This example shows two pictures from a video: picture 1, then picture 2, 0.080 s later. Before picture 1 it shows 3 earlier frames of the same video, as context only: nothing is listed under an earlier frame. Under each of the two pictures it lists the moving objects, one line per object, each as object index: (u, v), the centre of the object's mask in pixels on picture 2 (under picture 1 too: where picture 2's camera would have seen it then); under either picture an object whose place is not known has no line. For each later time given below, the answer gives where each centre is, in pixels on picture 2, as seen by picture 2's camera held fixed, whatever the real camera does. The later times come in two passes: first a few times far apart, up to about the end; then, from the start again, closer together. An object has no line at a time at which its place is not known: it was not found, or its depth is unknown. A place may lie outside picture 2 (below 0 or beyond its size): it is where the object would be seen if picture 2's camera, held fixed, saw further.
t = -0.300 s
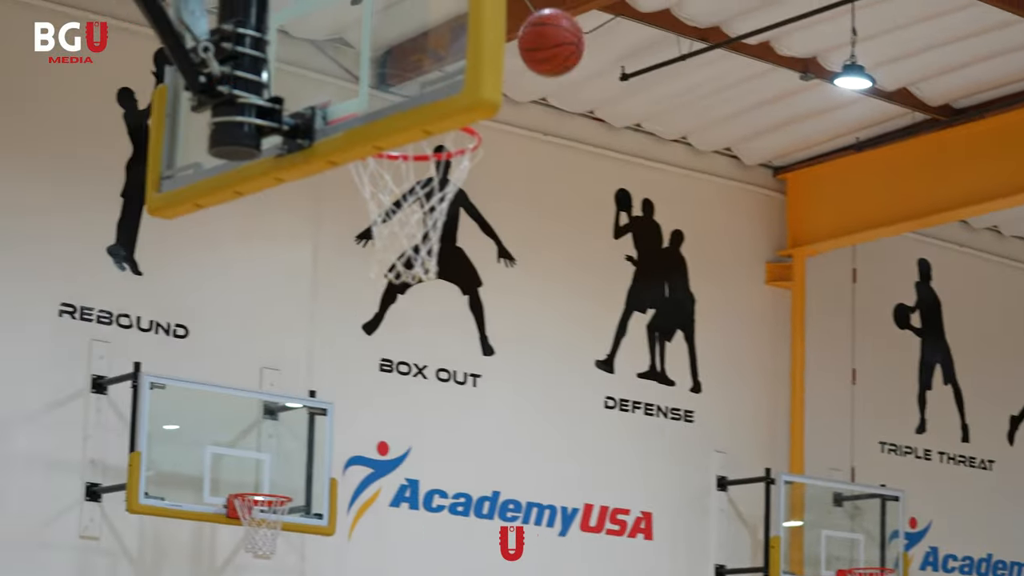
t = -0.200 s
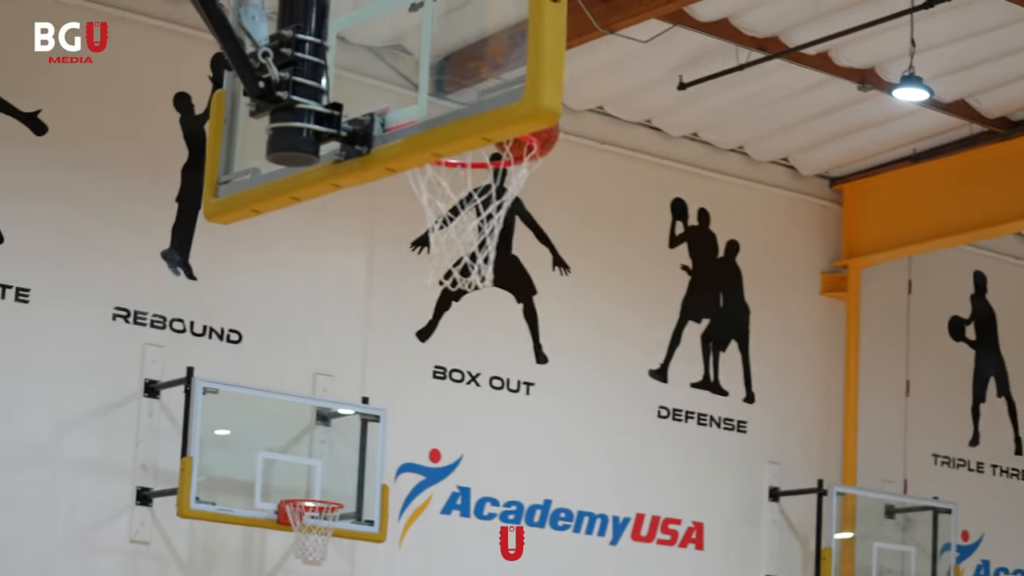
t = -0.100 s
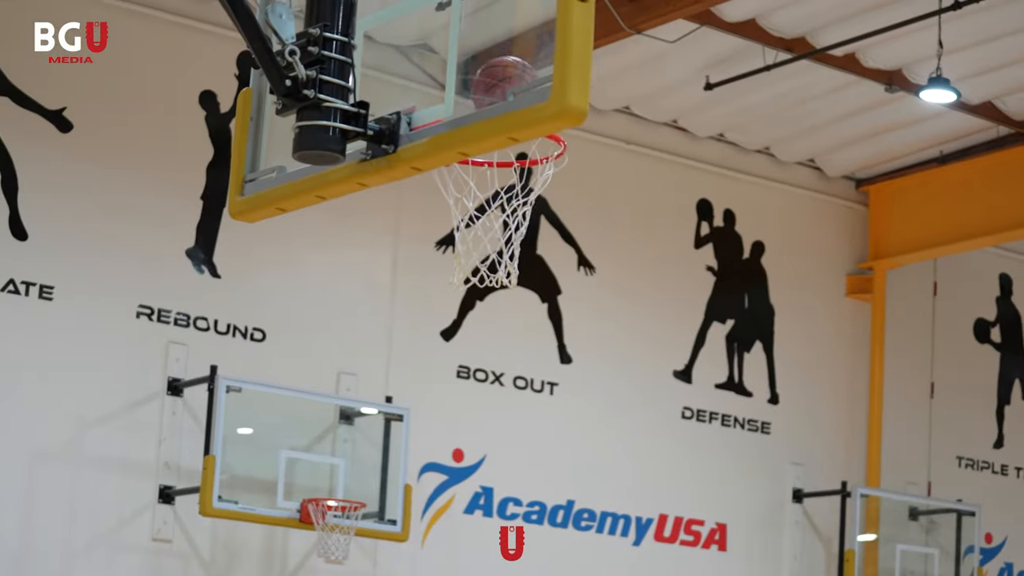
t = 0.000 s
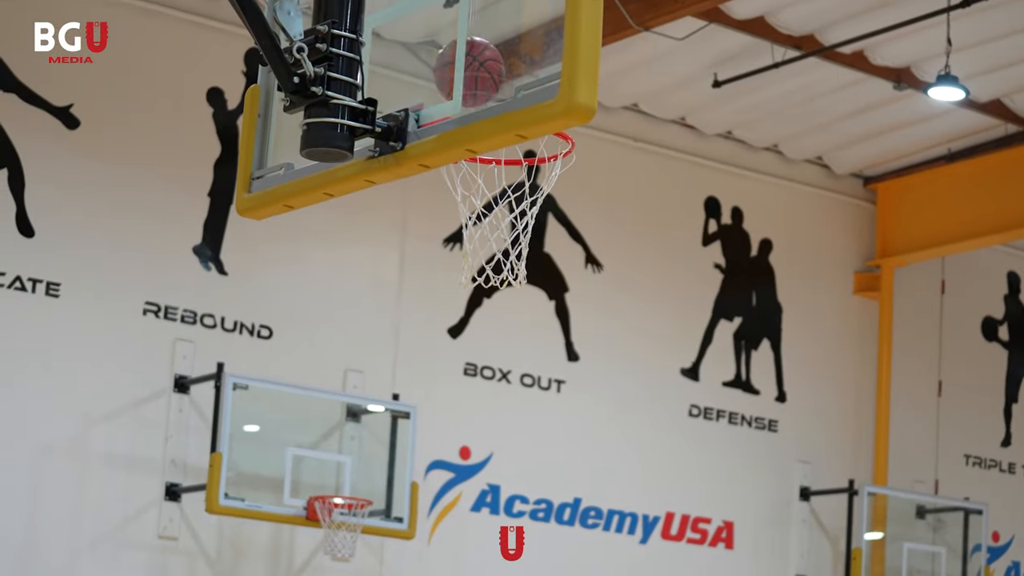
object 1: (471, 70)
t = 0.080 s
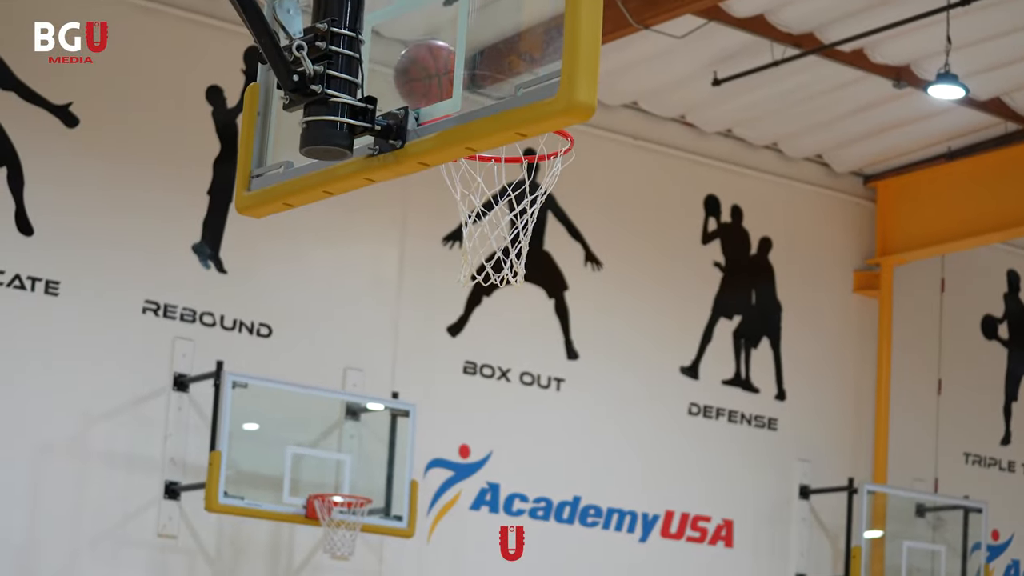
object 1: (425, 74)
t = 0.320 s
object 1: (493, 165)
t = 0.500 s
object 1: (530, 228)
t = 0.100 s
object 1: (421, 76)
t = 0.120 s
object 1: (425, 77)
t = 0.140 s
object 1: (428, 79)
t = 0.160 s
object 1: (438, 84)
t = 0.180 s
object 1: (445, 88)
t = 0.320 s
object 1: (493, 165)
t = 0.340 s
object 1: (496, 170)
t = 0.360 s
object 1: (499, 175)
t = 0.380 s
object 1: (504, 181)
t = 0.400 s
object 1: (509, 192)
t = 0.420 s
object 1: (514, 204)
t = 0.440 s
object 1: (520, 212)
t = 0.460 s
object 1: (524, 220)
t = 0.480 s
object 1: (528, 225)
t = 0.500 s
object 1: (530, 228)
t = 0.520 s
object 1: (533, 232)
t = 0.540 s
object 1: (536, 237)
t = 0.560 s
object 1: (538, 242)
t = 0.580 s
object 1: (540, 247)
